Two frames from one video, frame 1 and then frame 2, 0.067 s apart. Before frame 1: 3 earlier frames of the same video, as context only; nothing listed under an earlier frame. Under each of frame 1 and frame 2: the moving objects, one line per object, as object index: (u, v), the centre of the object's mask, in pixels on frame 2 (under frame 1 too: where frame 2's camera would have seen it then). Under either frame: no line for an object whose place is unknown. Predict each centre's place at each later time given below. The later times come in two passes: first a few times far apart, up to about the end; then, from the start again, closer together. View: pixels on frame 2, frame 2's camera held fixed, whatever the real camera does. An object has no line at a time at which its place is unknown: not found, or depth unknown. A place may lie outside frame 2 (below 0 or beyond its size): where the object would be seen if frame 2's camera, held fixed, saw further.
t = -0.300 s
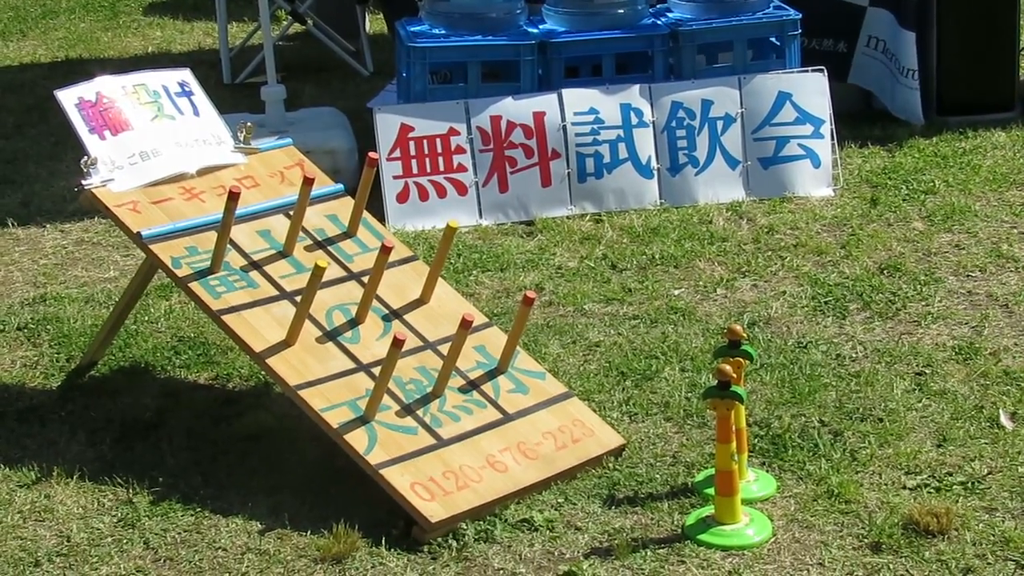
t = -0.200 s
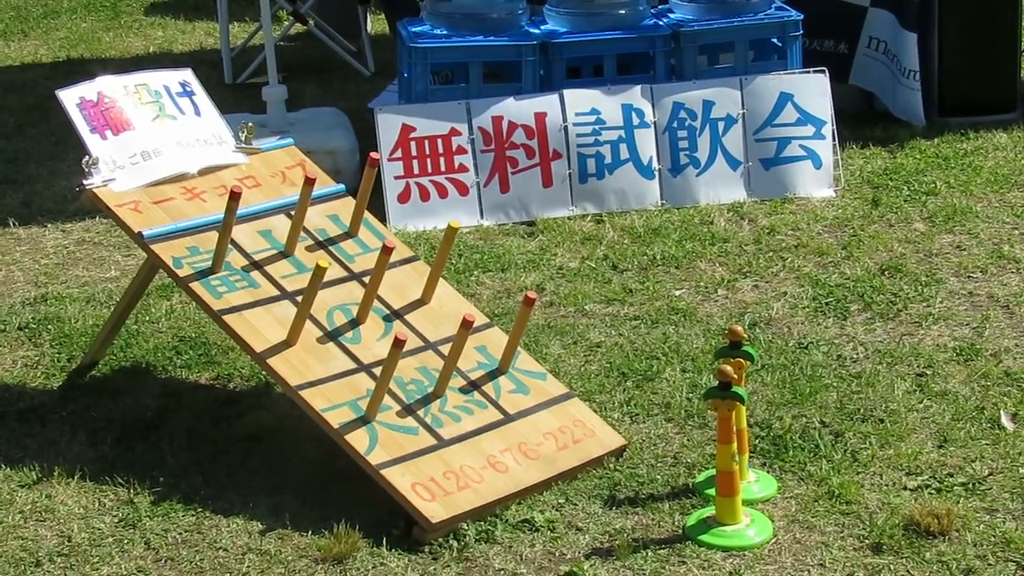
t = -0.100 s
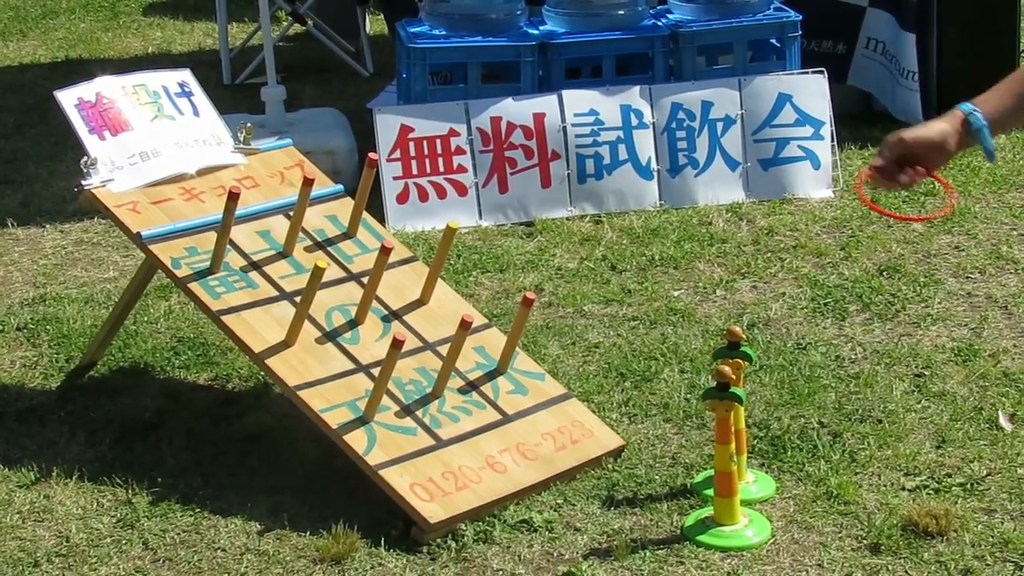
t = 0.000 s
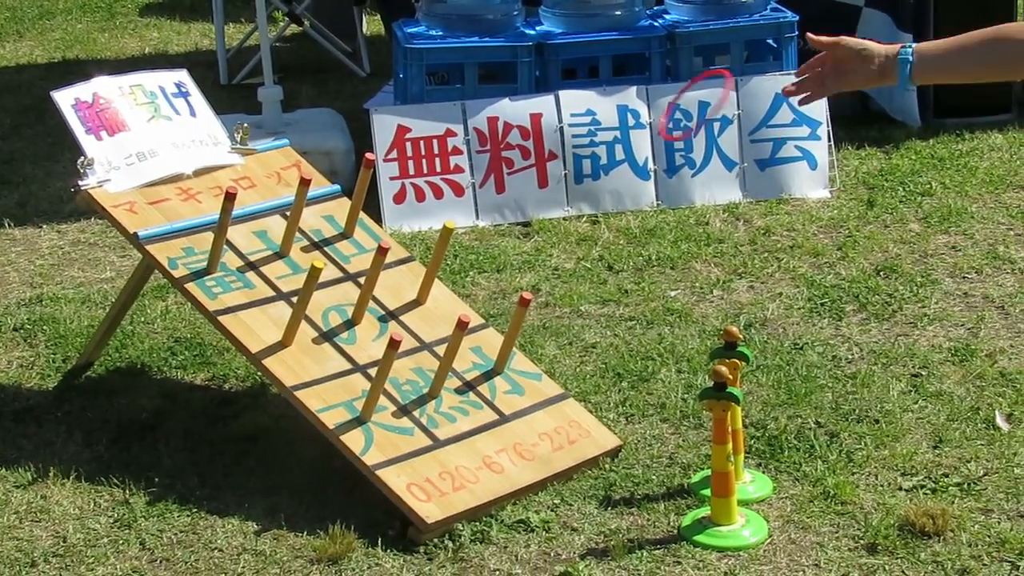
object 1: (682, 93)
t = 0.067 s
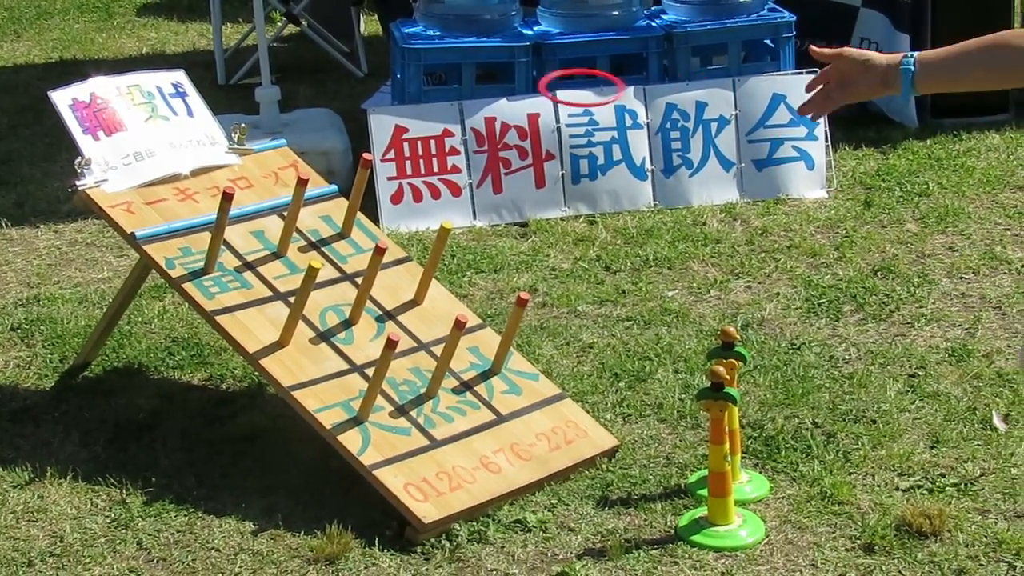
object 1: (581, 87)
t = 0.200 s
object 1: (423, 125)
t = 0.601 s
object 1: (488, 357)
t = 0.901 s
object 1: (662, 446)
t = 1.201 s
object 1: (666, 486)
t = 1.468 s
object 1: (650, 495)
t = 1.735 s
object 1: (652, 498)
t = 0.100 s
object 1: (532, 90)
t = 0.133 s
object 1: (473, 78)
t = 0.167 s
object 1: (444, 99)
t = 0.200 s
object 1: (423, 125)
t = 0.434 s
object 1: (405, 262)
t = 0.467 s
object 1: (411, 292)
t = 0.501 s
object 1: (416, 307)
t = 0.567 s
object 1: (471, 369)
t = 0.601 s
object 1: (488, 357)
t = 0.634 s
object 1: (508, 364)
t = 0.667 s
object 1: (529, 378)
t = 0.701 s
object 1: (549, 389)
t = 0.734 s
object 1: (570, 401)
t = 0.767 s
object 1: (592, 416)
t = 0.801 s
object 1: (613, 428)
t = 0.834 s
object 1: (635, 441)
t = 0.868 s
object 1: (648, 440)
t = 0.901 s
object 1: (662, 446)
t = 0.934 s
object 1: (674, 454)
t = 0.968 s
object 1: (669, 463)
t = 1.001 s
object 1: (681, 466)
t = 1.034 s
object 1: (687, 468)
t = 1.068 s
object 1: (683, 469)
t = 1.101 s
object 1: (682, 476)
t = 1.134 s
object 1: (677, 477)
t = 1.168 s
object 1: (650, 488)
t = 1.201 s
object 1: (666, 486)
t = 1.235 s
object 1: (660, 488)
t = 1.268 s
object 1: (656, 486)
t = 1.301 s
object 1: (654, 485)
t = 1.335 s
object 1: (650, 486)
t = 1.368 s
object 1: (651, 489)
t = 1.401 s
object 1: (650, 493)
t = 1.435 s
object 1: (650, 496)
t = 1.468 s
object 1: (650, 495)
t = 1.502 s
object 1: (651, 496)
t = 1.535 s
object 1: (651, 498)
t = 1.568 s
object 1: (651, 498)
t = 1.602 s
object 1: (651, 498)
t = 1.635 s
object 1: (651, 498)
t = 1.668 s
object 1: (651, 498)
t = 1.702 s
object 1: (652, 498)
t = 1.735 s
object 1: (652, 498)
